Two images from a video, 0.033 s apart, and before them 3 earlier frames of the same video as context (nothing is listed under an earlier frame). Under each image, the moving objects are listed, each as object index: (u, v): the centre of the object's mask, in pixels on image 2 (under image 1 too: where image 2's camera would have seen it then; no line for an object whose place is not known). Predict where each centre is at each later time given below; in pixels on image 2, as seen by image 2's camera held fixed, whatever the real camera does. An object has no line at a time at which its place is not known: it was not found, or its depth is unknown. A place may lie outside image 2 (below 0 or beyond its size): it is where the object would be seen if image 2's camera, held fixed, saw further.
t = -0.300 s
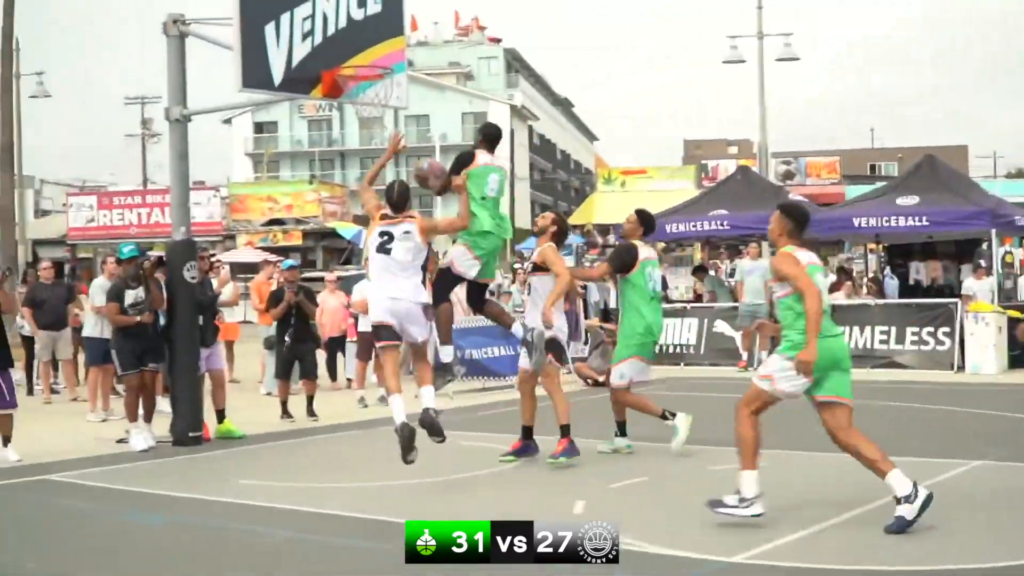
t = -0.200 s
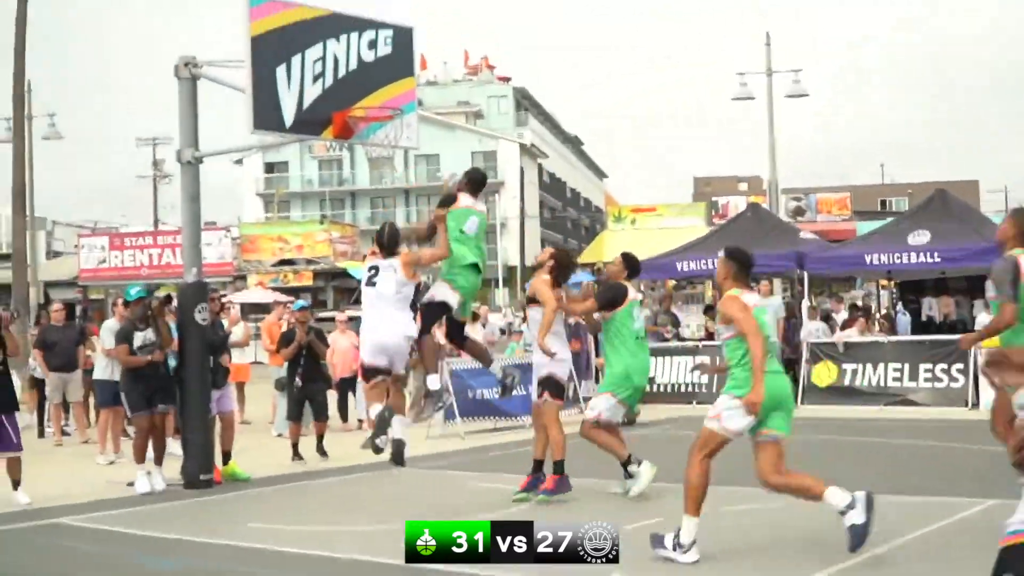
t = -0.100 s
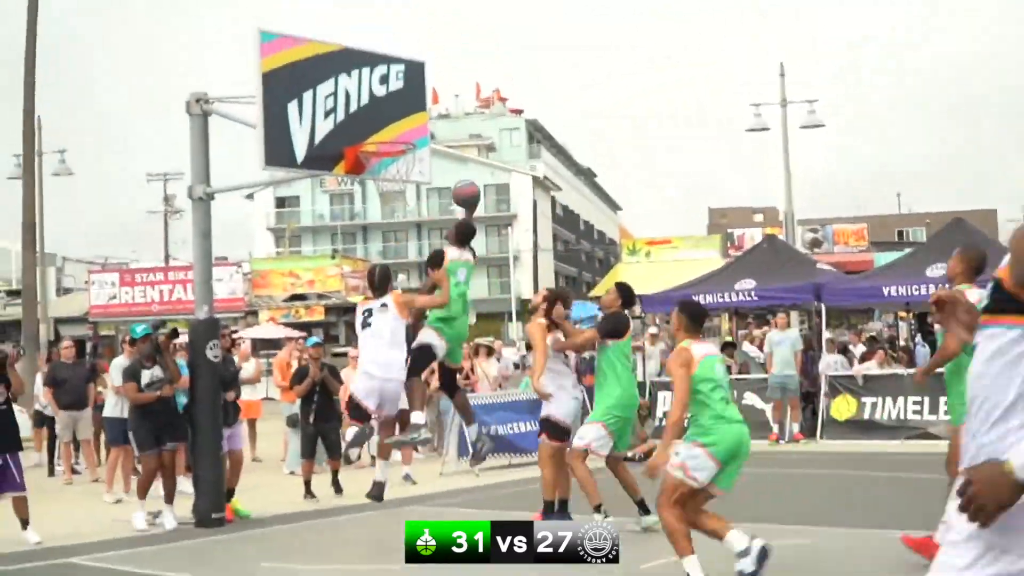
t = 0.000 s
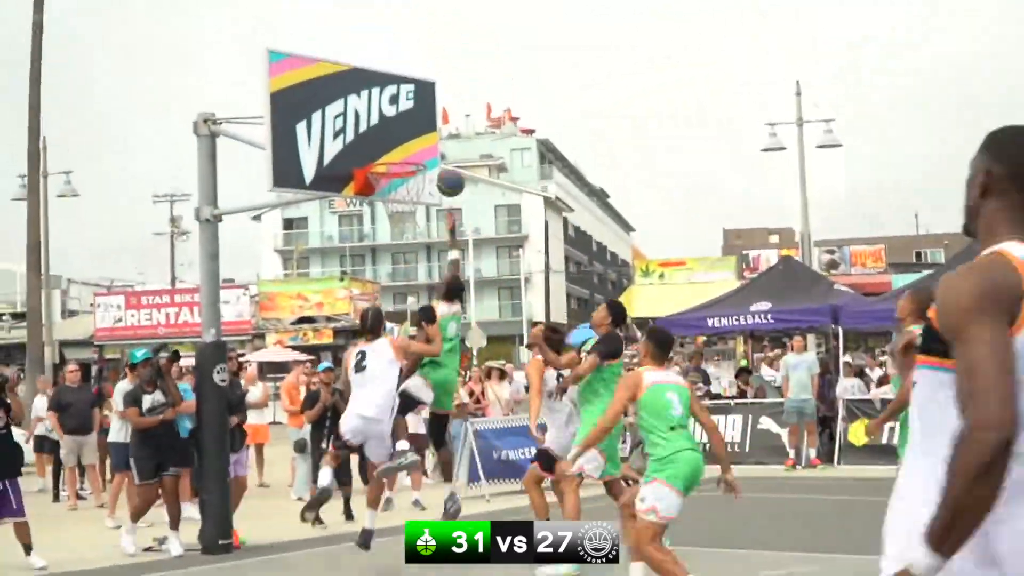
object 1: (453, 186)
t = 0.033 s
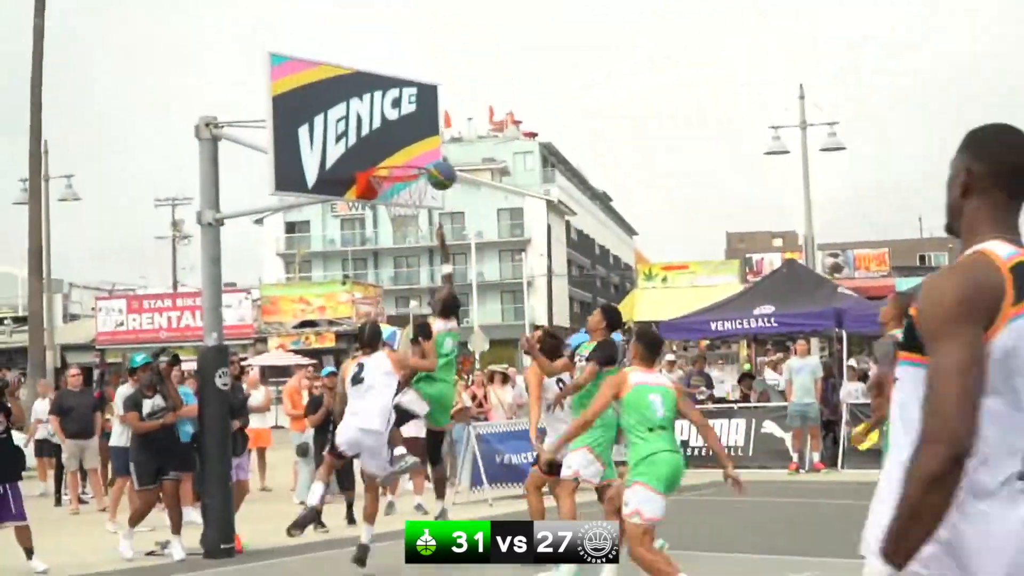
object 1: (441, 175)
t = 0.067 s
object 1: (432, 165)
